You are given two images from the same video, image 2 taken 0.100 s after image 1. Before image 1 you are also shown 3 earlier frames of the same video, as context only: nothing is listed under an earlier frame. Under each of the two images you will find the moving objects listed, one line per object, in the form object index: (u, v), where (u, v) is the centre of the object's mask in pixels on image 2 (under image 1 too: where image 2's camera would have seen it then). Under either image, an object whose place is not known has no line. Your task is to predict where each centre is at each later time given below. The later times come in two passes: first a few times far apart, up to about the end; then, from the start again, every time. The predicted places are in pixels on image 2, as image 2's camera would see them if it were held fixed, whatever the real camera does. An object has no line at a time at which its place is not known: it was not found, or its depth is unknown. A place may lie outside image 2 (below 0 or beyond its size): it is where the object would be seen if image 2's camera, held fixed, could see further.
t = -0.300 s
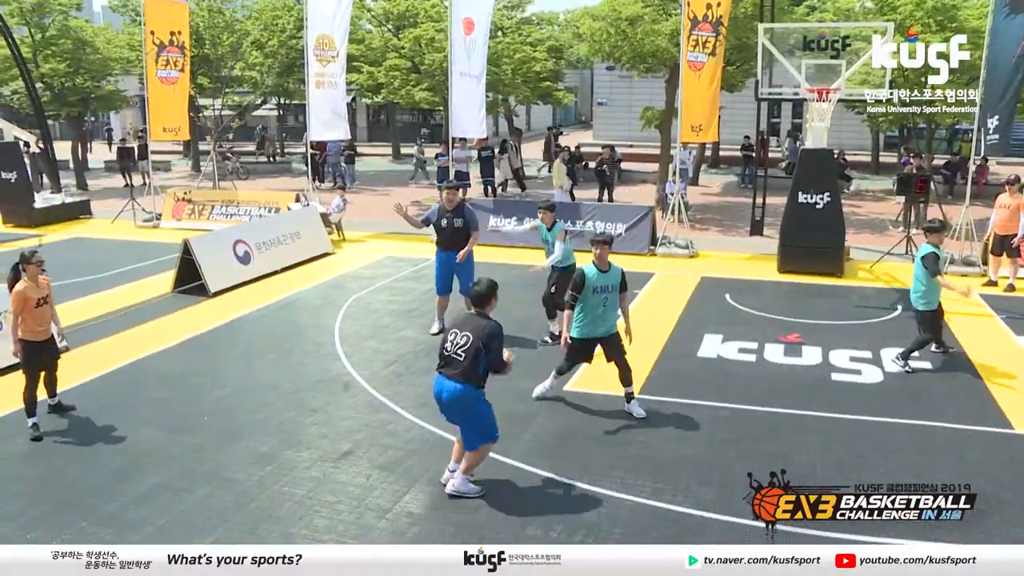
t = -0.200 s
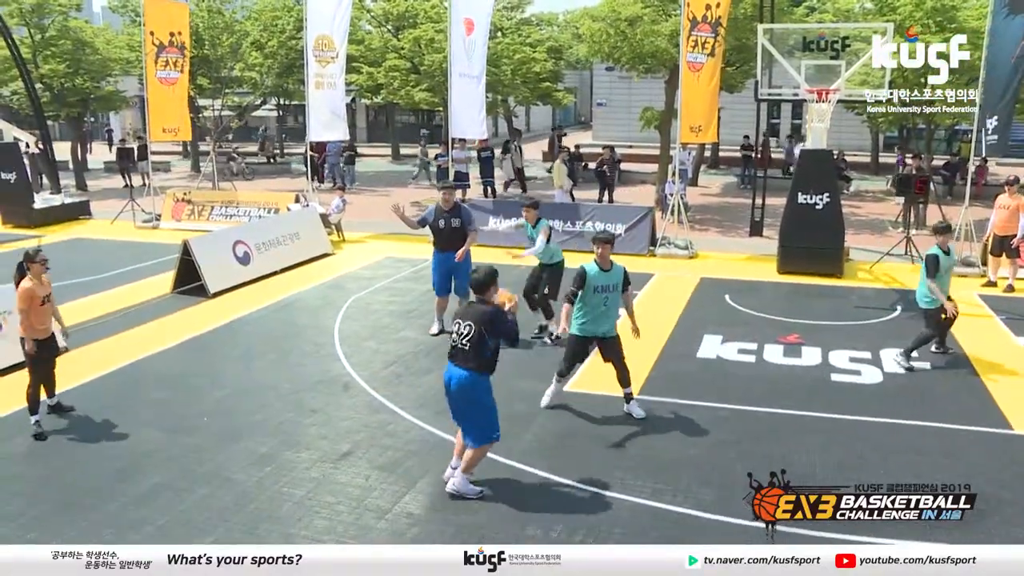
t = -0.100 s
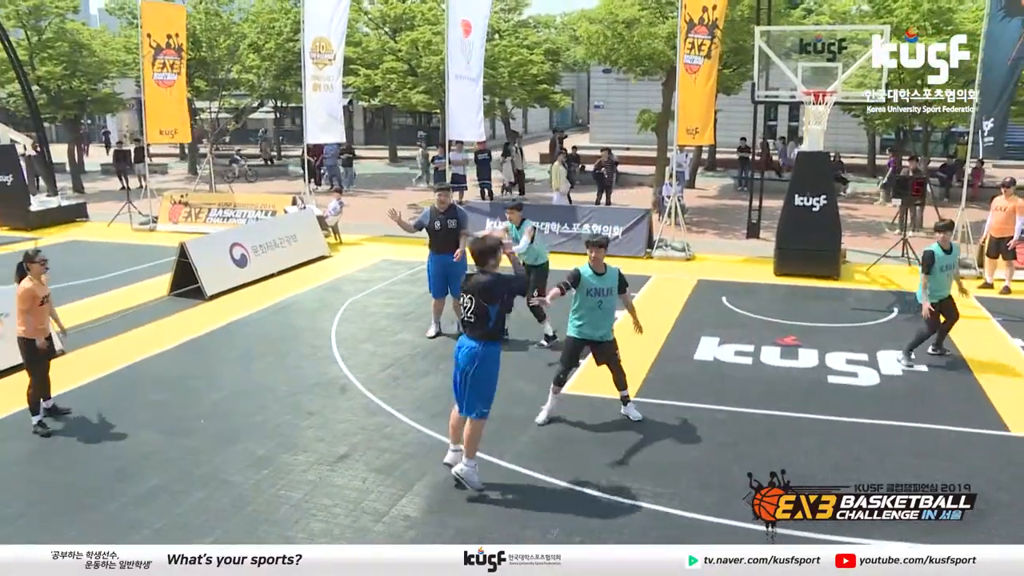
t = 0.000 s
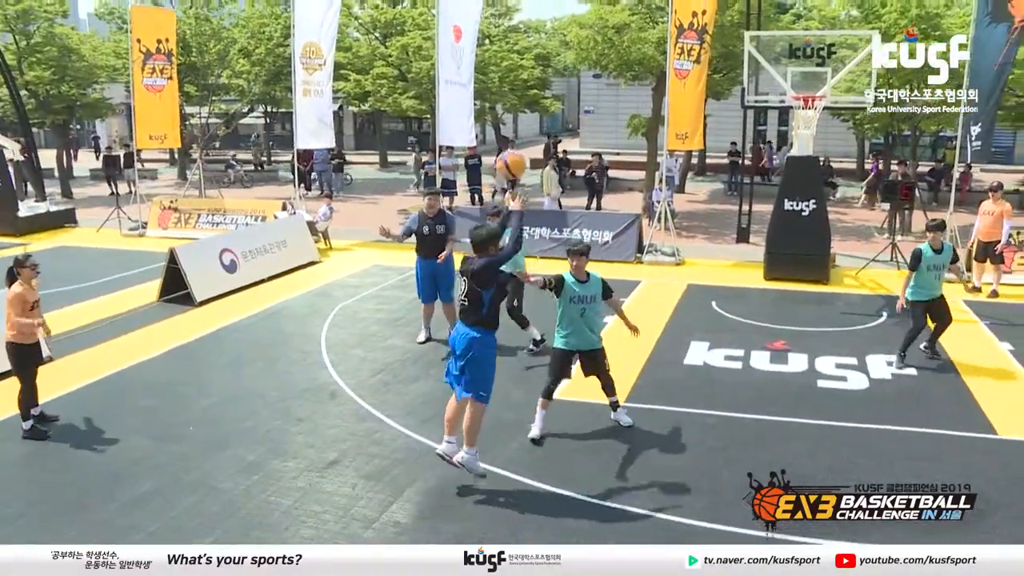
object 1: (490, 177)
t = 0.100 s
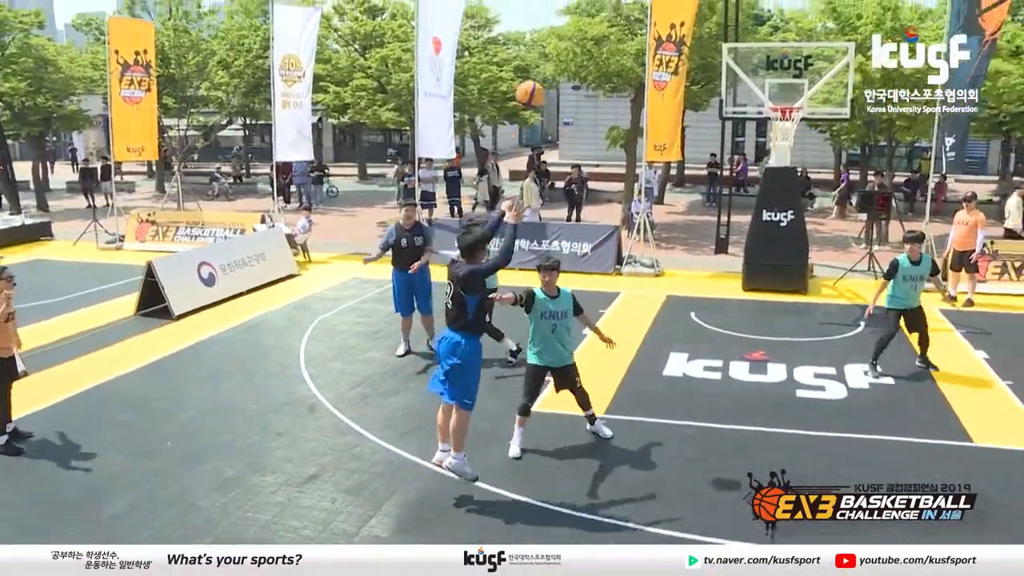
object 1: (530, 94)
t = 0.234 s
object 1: (577, 15)
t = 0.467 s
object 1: (645, -60)
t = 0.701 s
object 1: (699, -68)
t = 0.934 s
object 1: (741, -28)
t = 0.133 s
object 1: (542, 72)
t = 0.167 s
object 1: (553, 52)
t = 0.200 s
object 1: (565, 32)
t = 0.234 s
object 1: (577, 15)
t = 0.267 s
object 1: (588, 0)
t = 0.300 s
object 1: (598, -14)
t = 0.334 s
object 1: (607, -25)
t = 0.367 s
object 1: (618, -36)
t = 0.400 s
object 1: (628, -45)
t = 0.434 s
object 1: (637, -53)
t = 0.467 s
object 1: (645, -60)
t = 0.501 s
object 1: (653, -64)
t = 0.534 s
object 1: (662, -67)
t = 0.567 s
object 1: (670, -69)
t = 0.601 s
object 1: (677, -71)
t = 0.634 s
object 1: (685, -70)
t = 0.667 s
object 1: (692, -69)
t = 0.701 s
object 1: (699, -68)
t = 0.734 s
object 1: (706, -64)
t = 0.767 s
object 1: (711, -60)
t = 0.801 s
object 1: (718, -54)
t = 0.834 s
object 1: (725, -50)
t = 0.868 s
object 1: (729, -43)
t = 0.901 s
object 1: (736, -36)
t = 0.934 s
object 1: (741, -28)
